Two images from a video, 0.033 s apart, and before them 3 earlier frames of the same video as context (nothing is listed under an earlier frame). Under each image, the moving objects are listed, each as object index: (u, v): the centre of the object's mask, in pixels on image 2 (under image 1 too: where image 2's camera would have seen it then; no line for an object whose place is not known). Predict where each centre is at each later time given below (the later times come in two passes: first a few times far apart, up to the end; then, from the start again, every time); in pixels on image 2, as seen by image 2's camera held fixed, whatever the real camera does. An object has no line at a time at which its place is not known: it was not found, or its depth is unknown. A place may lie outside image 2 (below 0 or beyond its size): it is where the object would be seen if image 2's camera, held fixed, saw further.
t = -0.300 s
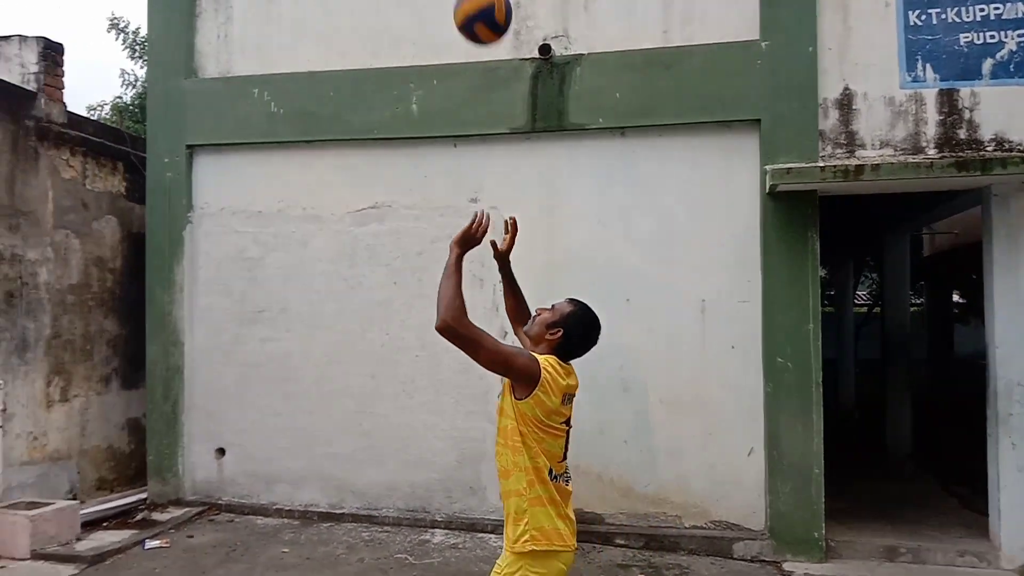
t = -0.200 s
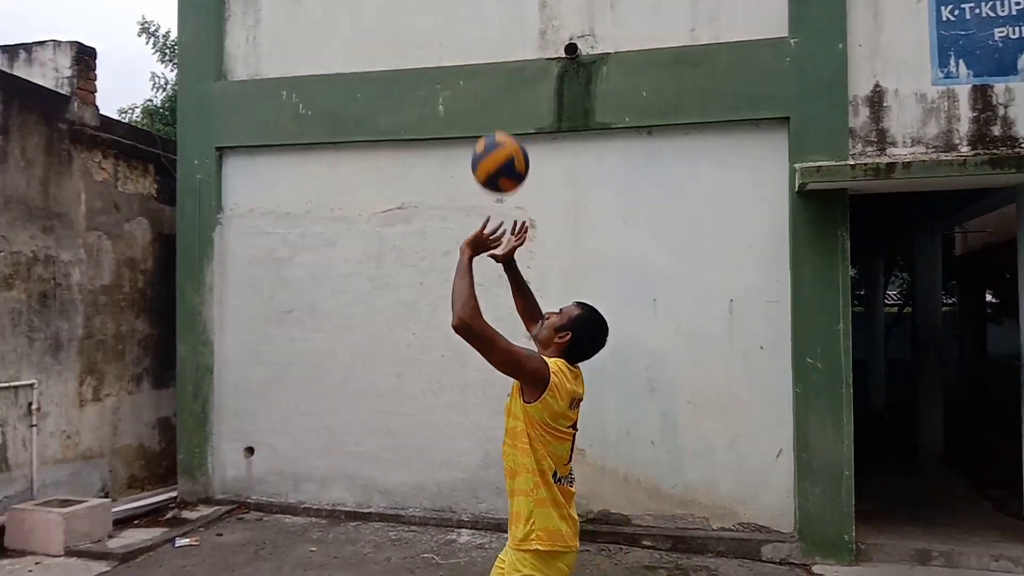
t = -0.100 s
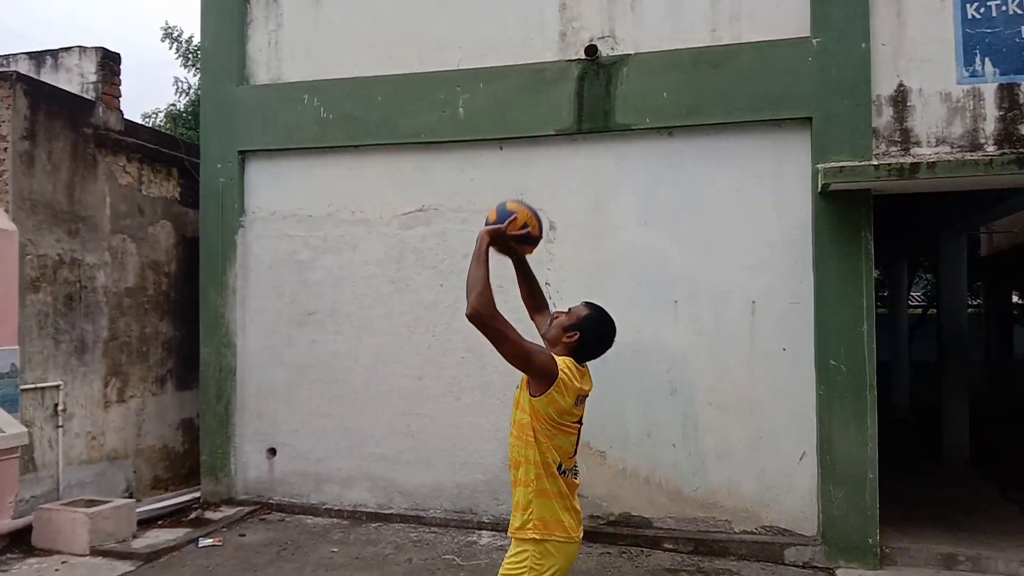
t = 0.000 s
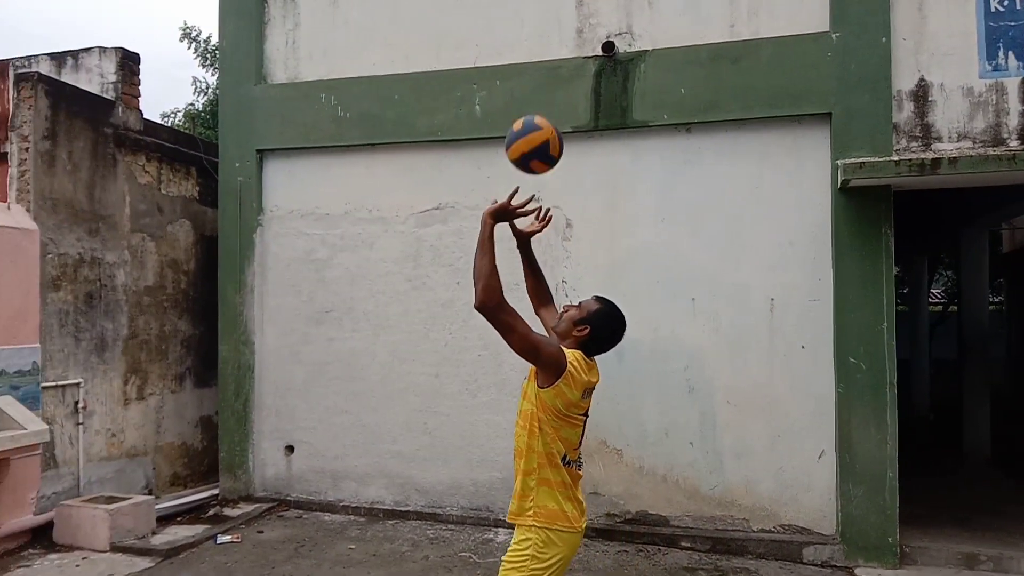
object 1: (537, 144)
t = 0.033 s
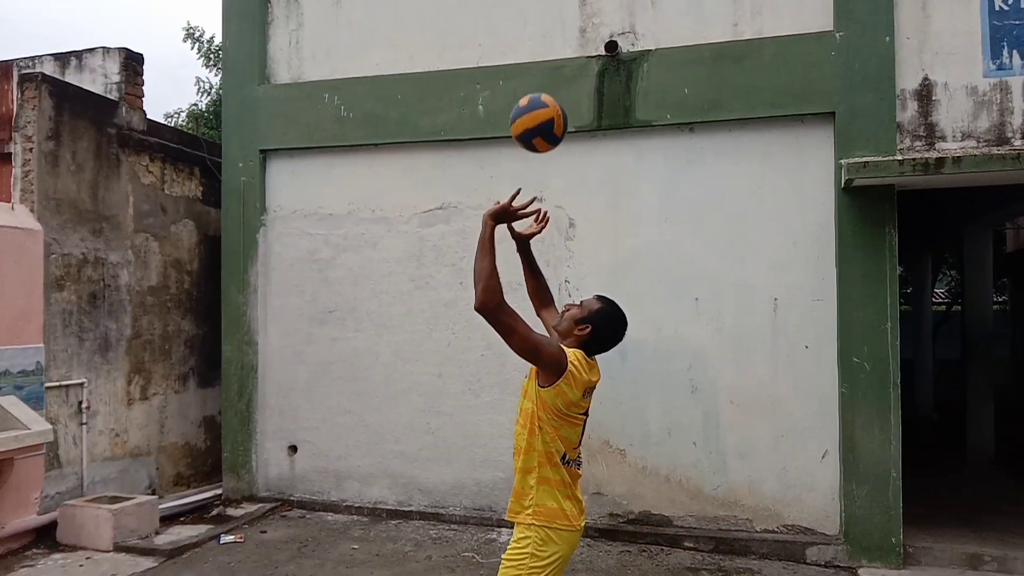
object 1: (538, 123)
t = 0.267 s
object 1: (547, 55)
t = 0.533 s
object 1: (557, 158)
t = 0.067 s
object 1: (540, 104)
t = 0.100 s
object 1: (541, 88)
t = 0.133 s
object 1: (542, 75)
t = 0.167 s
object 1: (543, 66)
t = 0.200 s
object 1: (545, 59)
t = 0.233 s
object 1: (546, 56)
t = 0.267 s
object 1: (547, 55)
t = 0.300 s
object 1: (548, 56)
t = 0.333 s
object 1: (550, 62)
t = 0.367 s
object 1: (551, 70)
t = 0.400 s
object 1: (552, 81)
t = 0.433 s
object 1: (553, 96)
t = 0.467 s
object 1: (555, 113)
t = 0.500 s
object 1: (556, 134)
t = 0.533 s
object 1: (557, 158)
